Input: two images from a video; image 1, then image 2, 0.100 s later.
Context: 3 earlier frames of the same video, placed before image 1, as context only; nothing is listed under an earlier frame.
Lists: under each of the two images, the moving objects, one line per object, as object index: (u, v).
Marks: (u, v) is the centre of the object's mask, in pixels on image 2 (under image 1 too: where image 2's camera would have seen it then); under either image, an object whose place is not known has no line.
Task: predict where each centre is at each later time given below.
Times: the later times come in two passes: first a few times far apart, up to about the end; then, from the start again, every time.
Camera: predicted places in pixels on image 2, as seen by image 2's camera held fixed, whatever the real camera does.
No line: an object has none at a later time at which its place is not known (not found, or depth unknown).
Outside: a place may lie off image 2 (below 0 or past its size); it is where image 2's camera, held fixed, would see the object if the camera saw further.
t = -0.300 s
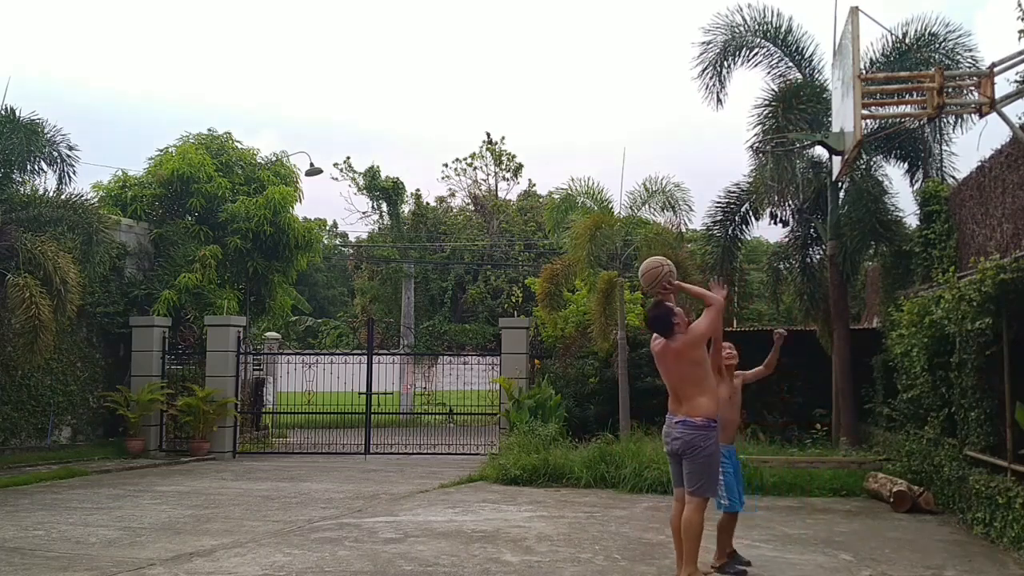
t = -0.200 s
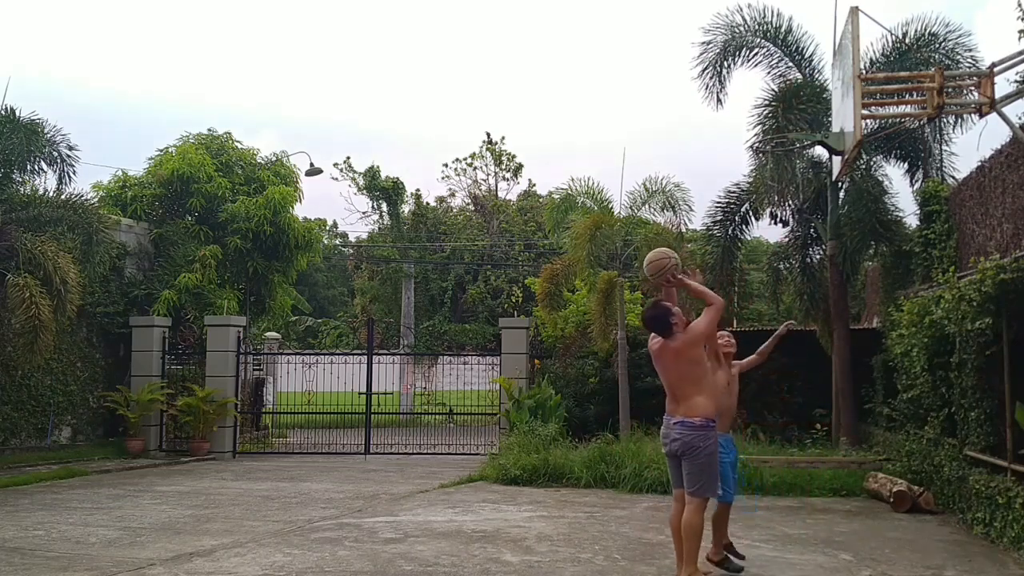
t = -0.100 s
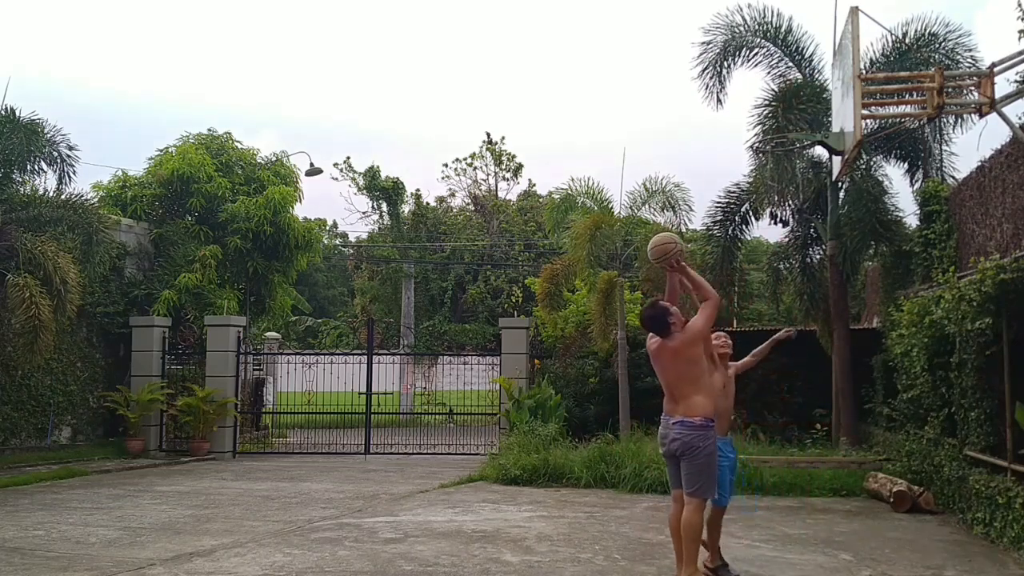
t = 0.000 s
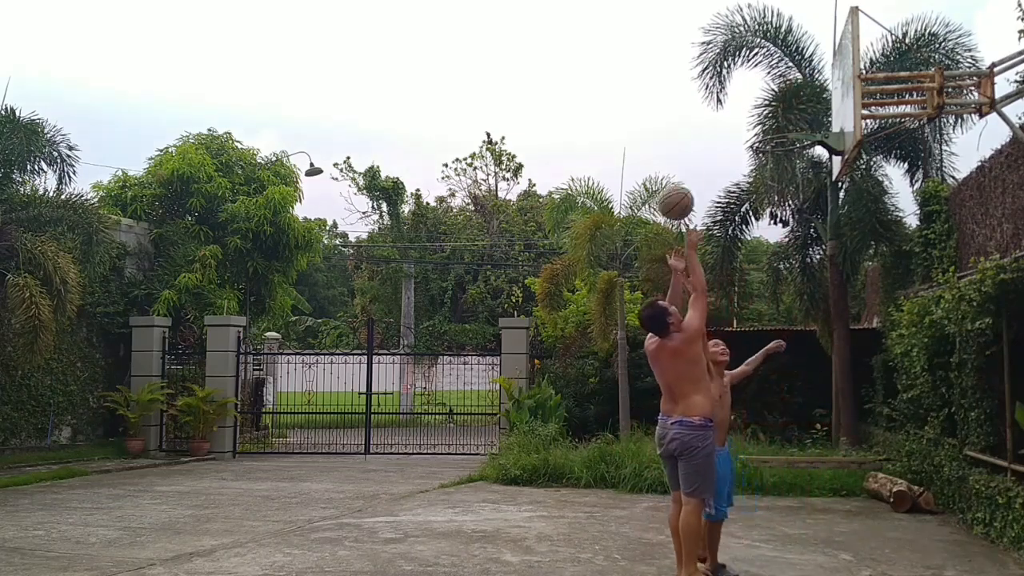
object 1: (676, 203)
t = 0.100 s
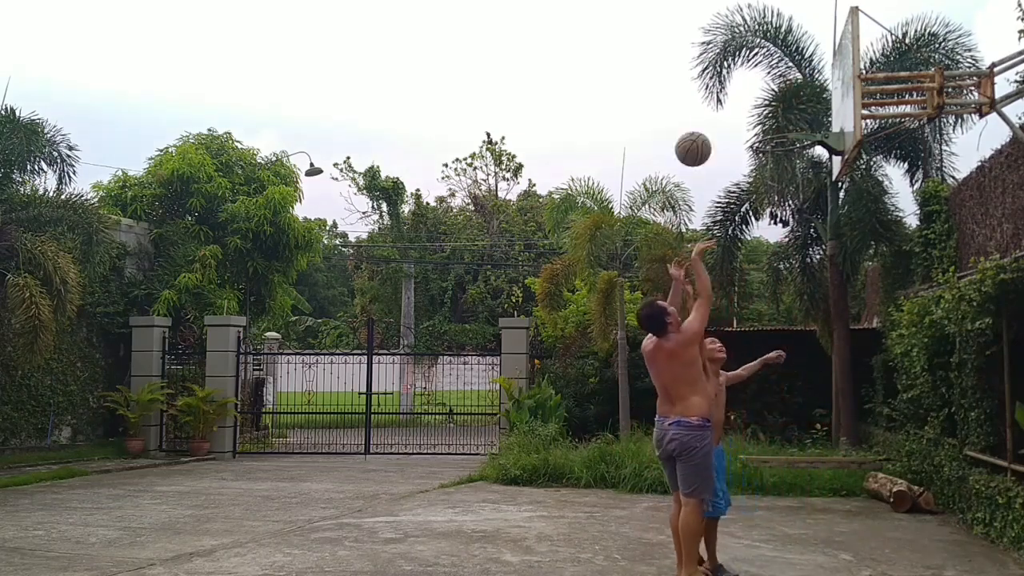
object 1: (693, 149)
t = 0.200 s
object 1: (710, 110)
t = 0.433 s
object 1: (749, 74)
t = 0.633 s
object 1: (782, 101)
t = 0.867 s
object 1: (760, 168)
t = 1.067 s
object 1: (757, 184)
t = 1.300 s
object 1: (780, 239)
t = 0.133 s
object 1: (699, 134)
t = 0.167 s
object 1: (705, 121)
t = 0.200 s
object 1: (710, 110)
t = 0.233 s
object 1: (716, 100)
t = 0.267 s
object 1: (722, 92)
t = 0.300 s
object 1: (728, 85)
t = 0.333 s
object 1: (733, 80)
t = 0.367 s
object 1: (738, 77)
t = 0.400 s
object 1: (744, 75)
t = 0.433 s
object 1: (749, 74)
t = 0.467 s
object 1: (753, 75)
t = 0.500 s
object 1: (759, 78)
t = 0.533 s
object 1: (765, 82)
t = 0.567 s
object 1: (771, 88)
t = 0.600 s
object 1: (777, 94)
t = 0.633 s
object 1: (782, 101)
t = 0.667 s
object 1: (787, 112)
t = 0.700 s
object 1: (792, 120)
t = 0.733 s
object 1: (795, 134)
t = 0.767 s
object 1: (788, 141)
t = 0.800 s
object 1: (780, 149)
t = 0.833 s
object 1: (769, 159)
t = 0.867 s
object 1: (760, 168)
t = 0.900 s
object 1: (756, 174)
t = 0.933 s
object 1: (754, 176)
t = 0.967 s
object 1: (754, 177)
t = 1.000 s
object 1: (754, 179)
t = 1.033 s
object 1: (755, 180)
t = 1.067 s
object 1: (757, 184)
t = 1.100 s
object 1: (760, 188)
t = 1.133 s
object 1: (763, 194)
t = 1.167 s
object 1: (766, 200)
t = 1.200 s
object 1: (770, 207)
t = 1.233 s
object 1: (773, 216)
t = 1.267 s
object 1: (776, 227)
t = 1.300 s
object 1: (780, 239)
